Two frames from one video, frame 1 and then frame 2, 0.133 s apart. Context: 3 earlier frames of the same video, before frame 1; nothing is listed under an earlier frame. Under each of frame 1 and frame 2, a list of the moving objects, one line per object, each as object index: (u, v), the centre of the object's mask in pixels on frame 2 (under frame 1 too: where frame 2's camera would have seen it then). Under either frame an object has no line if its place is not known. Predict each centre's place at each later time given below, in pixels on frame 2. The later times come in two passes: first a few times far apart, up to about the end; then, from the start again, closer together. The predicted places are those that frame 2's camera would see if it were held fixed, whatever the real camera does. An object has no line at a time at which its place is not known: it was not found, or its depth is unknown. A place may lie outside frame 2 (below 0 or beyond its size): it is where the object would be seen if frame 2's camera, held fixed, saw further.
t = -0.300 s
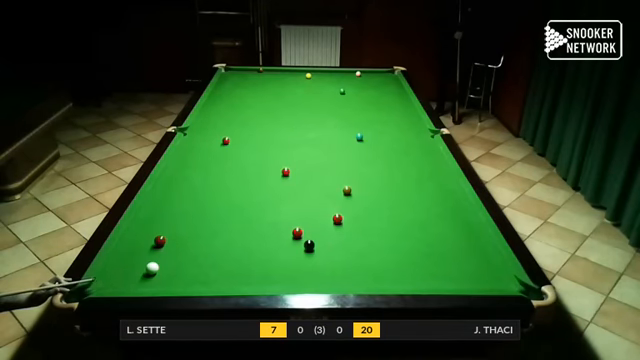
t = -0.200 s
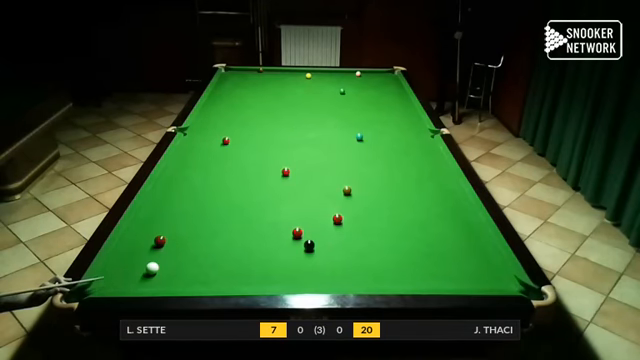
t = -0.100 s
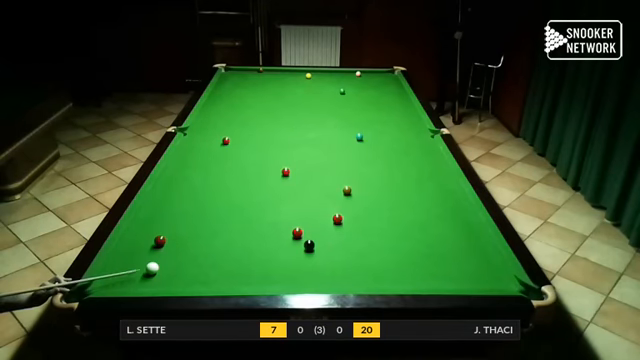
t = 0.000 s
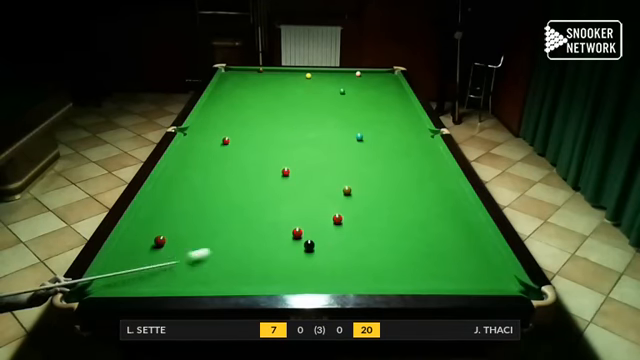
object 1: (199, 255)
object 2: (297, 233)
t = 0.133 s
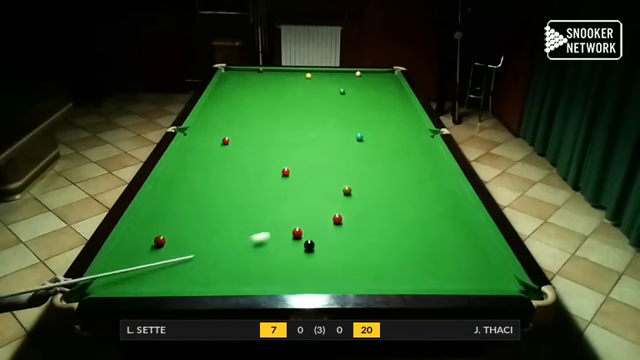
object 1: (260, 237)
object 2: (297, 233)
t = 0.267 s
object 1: (292, 222)
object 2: (315, 234)
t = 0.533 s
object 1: (324, 195)
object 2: (375, 241)
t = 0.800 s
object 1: (353, 173)
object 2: (432, 247)
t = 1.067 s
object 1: (375, 154)
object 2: (489, 253)
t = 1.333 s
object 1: (395, 139)
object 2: (464, 257)
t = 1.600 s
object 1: (411, 126)
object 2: (431, 260)
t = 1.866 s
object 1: (412, 115)
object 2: (399, 262)
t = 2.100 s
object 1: (400, 108)
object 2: (372, 265)
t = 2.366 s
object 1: (387, 101)
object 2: (342, 268)
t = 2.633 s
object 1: (376, 95)
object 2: (313, 271)
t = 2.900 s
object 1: (365, 89)
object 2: (285, 274)
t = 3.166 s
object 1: (357, 84)
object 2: (259, 277)
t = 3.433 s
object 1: (349, 79)
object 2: (233, 279)
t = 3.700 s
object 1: (341, 74)
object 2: (208, 282)
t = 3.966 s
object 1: (335, 71)
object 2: (185, 283)
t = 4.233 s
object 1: (331, 73)
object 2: (163, 285)
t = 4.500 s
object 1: (328, 75)
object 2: (145, 285)
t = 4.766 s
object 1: (324, 78)
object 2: (129, 284)
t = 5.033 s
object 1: (321, 80)
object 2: (115, 283)
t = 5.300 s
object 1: (318, 82)
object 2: (102, 283)
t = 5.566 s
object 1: (316, 85)
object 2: (98, 284)
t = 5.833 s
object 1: (313, 86)
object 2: (102, 285)
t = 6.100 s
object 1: (311, 88)
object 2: (104, 286)
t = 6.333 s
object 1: (309, 89)
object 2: (105, 286)
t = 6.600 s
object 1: (308, 91)
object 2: (105, 286)
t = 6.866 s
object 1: (306, 92)
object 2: (105, 286)
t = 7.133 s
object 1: (305, 92)
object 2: (105, 286)
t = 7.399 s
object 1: (304, 93)
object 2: (105, 286)
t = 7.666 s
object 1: (303, 93)
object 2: (105, 286)
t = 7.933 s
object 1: (302, 94)
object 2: (105, 286)
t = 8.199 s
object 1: (302, 94)
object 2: (105, 286)
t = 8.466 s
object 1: (302, 94)
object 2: (105, 286)
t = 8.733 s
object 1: (302, 94)
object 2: (105, 286)
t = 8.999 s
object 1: (302, 94)
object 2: (105, 286)
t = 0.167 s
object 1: (274, 234)
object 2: (297, 233)
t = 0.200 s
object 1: (285, 230)
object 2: (298, 233)
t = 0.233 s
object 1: (289, 226)
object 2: (306, 233)
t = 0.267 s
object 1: (292, 222)
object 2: (315, 234)
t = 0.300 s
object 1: (295, 219)
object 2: (324, 235)
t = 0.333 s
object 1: (299, 215)
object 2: (332, 236)
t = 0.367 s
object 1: (304, 211)
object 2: (340, 237)
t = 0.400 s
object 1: (308, 207)
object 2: (347, 238)
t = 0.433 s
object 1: (312, 204)
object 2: (354, 238)
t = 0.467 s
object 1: (316, 201)
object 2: (361, 239)
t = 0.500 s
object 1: (320, 198)
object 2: (368, 240)
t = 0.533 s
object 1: (324, 195)
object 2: (375, 241)
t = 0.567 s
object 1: (328, 192)
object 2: (382, 242)
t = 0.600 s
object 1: (332, 189)
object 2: (389, 243)
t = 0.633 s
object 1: (336, 186)
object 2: (396, 244)
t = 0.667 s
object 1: (339, 183)
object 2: (403, 245)
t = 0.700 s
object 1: (342, 180)
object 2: (410, 245)
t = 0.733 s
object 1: (346, 178)
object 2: (418, 246)
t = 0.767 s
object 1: (349, 175)
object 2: (425, 246)
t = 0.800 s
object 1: (353, 173)
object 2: (432, 247)
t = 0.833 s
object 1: (356, 170)
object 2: (439, 248)
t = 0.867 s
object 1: (359, 168)
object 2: (446, 249)
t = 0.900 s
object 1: (362, 166)
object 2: (454, 250)
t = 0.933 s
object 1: (365, 163)
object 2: (461, 251)
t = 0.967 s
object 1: (367, 161)
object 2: (468, 251)
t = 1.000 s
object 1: (370, 159)
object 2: (475, 252)
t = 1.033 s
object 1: (373, 157)
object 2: (482, 252)
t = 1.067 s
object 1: (375, 154)
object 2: (489, 253)
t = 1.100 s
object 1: (378, 152)
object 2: (495, 254)
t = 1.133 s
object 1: (381, 150)
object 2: (491, 255)
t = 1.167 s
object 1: (383, 148)
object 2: (486, 255)
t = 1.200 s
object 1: (386, 146)
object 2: (481, 255)
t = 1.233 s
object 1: (388, 145)
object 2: (477, 255)
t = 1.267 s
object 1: (390, 142)
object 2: (473, 256)
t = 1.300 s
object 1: (393, 141)
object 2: (468, 256)
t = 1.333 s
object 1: (395, 139)
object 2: (464, 257)
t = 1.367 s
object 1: (397, 137)
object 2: (460, 257)
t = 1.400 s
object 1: (399, 135)
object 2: (455, 257)
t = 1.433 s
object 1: (401, 134)
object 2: (451, 258)
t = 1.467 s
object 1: (403, 132)
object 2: (447, 258)
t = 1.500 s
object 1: (405, 131)
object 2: (443, 259)
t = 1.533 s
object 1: (407, 129)
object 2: (439, 259)
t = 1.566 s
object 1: (409, 127)
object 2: (435, 259)
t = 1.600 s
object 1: (411, 126)
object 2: (431, 260)
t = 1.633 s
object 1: (413, 124)
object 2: (427, 260)
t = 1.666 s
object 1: (415, 123)
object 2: (423, 260)
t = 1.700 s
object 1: (416, 121)
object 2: (419, 261)
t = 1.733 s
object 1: (418, 120)
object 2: (415, 261)
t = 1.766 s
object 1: (418, 119)
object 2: (411, 262)
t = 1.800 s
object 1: (416, 117)
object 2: (407, 262)
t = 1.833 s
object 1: (414, 116)
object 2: (403, 262)
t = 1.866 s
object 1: (412, 115)
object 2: (399, 262)
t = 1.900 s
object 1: (410, 114)
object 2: (395, 263)
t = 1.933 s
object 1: (408, 113)
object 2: (391, 263)
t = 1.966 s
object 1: (406, 112)
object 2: (387, 263)
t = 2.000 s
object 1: (405, 111)
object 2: (383, 264)
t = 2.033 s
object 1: (403, 110)
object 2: (380, 264)
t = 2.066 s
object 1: (401, 109)
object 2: (376, 265)
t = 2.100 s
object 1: (400, 108)
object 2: (372, 265)
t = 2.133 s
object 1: (397, 108)
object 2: (368, 266)
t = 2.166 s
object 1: (396, 107)
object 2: (364, 266)
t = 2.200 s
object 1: (394, 106)
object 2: (360, 266)
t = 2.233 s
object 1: (393, 105)
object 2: (357, 267)
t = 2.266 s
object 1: (391, 104)
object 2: (353, 267)
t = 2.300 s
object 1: (390, 103)
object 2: (349, 268)
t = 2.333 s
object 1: (388, 102)
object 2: (346, 268)
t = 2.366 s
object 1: (387, 101)
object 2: (342, 268)
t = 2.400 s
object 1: (385, 100)
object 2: (338, 268)
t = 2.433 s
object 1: (384, 99)
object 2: (335, 269)
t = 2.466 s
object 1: (383, 99)
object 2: (331, 269)
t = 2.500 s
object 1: (381, 98)
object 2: (328, 270)
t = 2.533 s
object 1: (379, 97)
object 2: (324, 270)
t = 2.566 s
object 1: (378, 96)
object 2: (320, 270)
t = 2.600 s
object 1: (377, 95)
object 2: (317, 271)
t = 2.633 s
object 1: (376, 95)
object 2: (313, 271)
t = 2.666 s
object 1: (374, 94)
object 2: (310, 272)
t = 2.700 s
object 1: (373, 93)
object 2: (306, 272)
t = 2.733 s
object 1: (372, 92)
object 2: (303, 272)
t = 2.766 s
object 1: (370, 92)
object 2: (299, 272)
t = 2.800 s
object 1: (369, 91)
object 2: (296, 273)
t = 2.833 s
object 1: (368, 90)
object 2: (292, 273)
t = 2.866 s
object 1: (367, 89)
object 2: (289, 274)
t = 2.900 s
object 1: (365, 89)
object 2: (285, 274)
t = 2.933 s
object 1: (364, 88)
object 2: (282, 274)
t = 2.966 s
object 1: (363, 88)
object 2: (279, 275)
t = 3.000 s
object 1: (362, 87)
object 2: (275, 275)
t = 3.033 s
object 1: (361, 86)
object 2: (272, 276)
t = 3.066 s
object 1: (360, 85)
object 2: (269, 276)
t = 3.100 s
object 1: (359, 85)
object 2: (265, 276)
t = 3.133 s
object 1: (358, 84)
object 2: (262, 277)
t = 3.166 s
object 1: (357, 84)
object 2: (259, 277)
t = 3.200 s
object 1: (355, 83)
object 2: (255, 277)
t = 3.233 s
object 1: (355, 82)
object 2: (252, 278)
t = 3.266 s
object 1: (354, 82)
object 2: (249, 278)
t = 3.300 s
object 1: (352, 81)
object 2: (246, 278)
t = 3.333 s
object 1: (352, 81)
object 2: (243, 278)
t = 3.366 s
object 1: (351, 80)
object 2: (239, 278)
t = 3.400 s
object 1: (350, 79)
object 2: (236, 278)
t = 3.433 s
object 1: (349, 79)
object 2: (233, 279)
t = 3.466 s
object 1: (348, 78)
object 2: (230, 279)
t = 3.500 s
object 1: (347, 78)
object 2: (227, 279)
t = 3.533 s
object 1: (346, 77)
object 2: (224, 280)
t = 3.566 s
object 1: (345, 76)
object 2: (221, 280)
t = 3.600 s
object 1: (344, 76)
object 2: (218, 281)
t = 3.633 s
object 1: (343, 75)
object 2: (215, 281)
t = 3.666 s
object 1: (342, 75)
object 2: (212, 281)
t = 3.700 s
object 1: (341, 74)
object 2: (208, 282)
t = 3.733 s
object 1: (340, 74)
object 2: (206, 282)
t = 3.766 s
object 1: (340, 74)
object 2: (202, 282)
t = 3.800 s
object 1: (339, 73)
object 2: (199, 282)
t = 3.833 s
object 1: (338, 73)
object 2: (196, 283)
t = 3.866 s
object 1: (337, 72)
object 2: (193, 283)
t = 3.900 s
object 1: (336, 72)
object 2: (191, 283)
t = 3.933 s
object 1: (335, 71)
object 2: (188, 283)
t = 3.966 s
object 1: (335, 71)
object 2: (185, 283)
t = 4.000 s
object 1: (334, 71)
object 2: (182, 284)
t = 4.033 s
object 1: (334, 71)
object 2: (179, 284)
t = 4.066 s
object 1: (333, 72)
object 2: (176, 284)
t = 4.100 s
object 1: (333, 72)
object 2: (174, 284)
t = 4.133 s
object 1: (332, 72)
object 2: (171, 284)
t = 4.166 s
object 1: (332, 72)
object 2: (168, 285)
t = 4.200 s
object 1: (332, 73)
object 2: (165, 285)
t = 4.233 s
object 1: (331, 73)
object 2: (163, 285)
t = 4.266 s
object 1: (331, 73)
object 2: (161, 285)
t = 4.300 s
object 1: (330, 74)
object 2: (158, 285)
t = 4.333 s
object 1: (330, 74)
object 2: (156, 285)
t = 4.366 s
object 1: (329, 74)
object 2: (154, 285)
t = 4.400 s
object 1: (329, 75)
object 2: (152, 285)
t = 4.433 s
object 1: (329, 75)
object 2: (150, 285)
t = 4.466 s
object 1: (328, 75)
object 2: (148, 285)
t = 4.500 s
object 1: (328, 75)
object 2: (145, 285)
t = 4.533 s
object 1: (327, 76)
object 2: (143, 284)
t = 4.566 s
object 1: (327, 76)
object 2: (141, 284)
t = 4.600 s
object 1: (326, 76)
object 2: (139, 284)
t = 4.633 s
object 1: (326, 77)
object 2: (137, 284)
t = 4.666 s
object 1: (325, 77)
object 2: (135, 284)
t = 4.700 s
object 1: (325, 77)
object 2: (133, 284)
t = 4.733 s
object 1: (325, 78)
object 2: (131, 284)
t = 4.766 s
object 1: (324, 78)
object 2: (129, 284)
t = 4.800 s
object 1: (324, 78)
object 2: (128, 284)
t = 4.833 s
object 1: (323, 78)
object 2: (126, 284)
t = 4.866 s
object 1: (323, 79)
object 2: (124, 284)
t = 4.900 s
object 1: (323, 79)
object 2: (122, 284)
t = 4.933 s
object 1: (323, 79)
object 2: (120, 284)
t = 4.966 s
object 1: (322, 80)
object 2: (118, 284)
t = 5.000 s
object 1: (322, 80)
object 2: (117, 283)
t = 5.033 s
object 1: (321, 80)
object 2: (115, 283)
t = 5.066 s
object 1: (321, 81)
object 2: (113, 283)
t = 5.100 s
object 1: (321, 81)
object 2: (111, 283)
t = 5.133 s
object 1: (320, 81)
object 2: (110, 283)
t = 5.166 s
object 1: (320, 81)
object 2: (109, 283)
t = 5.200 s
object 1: (319, 82)
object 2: (106, 283)
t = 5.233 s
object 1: (319, 82)
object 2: (105, 283)
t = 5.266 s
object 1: (319, 82)
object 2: (104, 283)
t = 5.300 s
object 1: (318, 82)
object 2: (102, 283)
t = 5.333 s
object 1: (318, 83)
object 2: (101, 283)
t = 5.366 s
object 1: (318, 83)
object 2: (99, 283)
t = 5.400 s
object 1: (318, 83)
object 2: (98, 283)
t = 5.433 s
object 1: (317, 83)
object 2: (97, 283)
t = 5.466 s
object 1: (317, 84)
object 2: (97, 283)
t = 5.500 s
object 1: (316, 84)
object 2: (97, 283)
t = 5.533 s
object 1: (316, 84)
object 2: (98, 284)
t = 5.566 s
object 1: (316, 85)
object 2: (98, 284)
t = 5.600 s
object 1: (315, 85)
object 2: (98, 284)
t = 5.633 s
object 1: (315, 85)
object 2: (99, 284)
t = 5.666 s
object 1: (315, 85)
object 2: (100, 285)
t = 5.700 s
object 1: (315, 85)
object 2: (100, 285)
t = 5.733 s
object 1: (314, 86)
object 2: (100, 285)
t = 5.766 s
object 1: (314, 86)
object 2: (101, 285)
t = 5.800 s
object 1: (314, 86)
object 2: (101, 285)
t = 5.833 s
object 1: (313, 86)
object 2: (102, 285)
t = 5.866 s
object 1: (313, 87)
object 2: (102, 285)
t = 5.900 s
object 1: (313, 87)
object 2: (103, 286)
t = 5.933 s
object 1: (312, 87)
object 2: (103, 286)
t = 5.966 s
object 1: (312, 87)
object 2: (103, 286)
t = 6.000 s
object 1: (312, 87)
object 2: (104, 286)
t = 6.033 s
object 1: (312, 88)
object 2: (104, 286)
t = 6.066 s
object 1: (311, 88)
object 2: (104, 286)
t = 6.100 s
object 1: (311, 88)
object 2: (104, 286)
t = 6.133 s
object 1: (311, 88)
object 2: (105, 286)
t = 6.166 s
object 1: (310, 88)
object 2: (105, 286)
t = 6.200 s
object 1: (310, 89)
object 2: (105, 286)
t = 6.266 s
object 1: (310, 89)
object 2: (105, 286)
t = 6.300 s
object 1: (310, 89)
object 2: (105, 286)
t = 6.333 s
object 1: (309, 89)
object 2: (105, 286)
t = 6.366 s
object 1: (309, 89)
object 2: (105, 286)
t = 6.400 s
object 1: (309, 89)
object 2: (105, 286)
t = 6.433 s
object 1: (309, 90)
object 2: (106, 286)
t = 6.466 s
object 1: (308, 90)
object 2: (105, 286)
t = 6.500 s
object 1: (308, 90)
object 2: (105, 286)
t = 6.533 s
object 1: (308, 90)
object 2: (105, 286)
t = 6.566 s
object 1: (308, 91)
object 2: (105, 286)
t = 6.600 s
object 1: (308, 91)
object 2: (105, 286)
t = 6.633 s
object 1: (307, 91)
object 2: (105, 286)
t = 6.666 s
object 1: (307, 91)
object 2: (105, 286)
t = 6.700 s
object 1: (307, 91)
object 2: (105, 286)
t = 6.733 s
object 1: (307, 91)
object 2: (105, 286)
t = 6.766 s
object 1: (307, 91)
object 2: (105, 286)
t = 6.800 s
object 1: (307, 91)
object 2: (105, 286)
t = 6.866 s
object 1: (306, 92)
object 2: (105, 286)
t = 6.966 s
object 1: (306, 92)
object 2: (105, 286)
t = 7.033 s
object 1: (305, 92)
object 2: (105, 286)
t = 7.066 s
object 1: (305, 92)
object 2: (105, 286)
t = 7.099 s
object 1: (305, 92)
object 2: (105, 286)
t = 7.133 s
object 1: (305, 92)
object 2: (105, 286)
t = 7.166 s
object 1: (304, 93)
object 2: (105, 286)
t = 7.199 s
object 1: (304, 93)
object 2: (105, 286)
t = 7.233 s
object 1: (304, 93)
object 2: (105, 286)
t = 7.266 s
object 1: (304, 93)
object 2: (105, 286)
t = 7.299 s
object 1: (304, 93)
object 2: (105, 286)
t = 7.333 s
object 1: (304, 93)
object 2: (105, 286)
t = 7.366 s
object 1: (304, 93)
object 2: (105, 286)
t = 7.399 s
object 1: (304, 93)
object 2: (105, 286)
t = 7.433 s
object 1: (304, 93)
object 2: (105, 286)
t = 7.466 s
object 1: (304, 93)
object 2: (105, 286)
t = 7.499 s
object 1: (303, 93)
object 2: (105, 286)
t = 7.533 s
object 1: (303, 93)
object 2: (105, 286)
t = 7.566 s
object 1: (303, 93)
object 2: (105, 286)
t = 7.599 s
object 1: (303, 93)
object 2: (105, 286)
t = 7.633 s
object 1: (303, 93)
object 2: (105, 286)
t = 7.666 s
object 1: (303, 93)
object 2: (105, 286)
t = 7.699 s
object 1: (302, 93)
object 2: (105, 286)
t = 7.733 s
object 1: (303, 93)
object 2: (105, 286)
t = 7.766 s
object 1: (302, 93)
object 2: (105, 286)
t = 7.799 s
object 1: (302, 93)
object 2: (105, 286)
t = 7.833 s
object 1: (303, 93)
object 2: (105, 286)
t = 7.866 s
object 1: (302, 94)
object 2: (105, 286)
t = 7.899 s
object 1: (302, 94)
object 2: (105, 286)
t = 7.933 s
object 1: (302, 94)
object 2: (105, 286)
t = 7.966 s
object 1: (302, 94)
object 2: (105, 286)
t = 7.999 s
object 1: (302, 94)
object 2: (105, 286)
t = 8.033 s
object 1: (302, 94)
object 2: (105, 286)
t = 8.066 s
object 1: (302, 94)
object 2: (105, 286)
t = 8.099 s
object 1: (302, 94)
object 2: (105, 286)
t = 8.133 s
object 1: (302, 94)
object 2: (105, 286)
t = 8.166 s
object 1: (302, 94)
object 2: (105, 286)
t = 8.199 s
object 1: (302, 94)
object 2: (105, 286)
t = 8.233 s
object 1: (302, 94)
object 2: (105, 286)
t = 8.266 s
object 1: (303, 94)
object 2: (105, 286)
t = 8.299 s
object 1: (303, 94)
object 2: (105, 286)
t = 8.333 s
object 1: (302, 94)
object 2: (105, 286)
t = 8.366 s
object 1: (302, 94)
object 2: (105, 286)
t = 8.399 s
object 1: (302, 94)
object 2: (105, 286)
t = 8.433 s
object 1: (302, 94)
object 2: (105, 286)
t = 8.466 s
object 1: (302, 94)
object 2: (105, 286)
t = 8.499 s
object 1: (302, 94)
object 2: (105, 286)
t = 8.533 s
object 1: (302, 94)
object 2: (105, 286)
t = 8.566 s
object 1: (302, 94)
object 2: (105, 286)
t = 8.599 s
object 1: (302, 94)
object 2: (105, 286)
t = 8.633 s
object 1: (302, 94)
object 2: (105, 286)
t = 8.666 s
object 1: (302, 94)
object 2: (105, 286)
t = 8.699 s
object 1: (302, 94)
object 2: (105, 286)
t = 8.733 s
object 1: (302, 94)
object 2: (105, 286)
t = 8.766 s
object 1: (302, 94)
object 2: (105, 286)
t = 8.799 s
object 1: (302, 94)
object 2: (105, 286)
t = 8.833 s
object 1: (302, 94)
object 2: (105, 286)
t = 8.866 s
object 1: (302, 94)
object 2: (105, 286)
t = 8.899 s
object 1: (302, 94)
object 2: (105, 286)
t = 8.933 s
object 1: (302, 94)
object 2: (105, 286)
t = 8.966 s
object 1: (302, 94)
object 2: (105, 286)
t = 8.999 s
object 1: (302, 94)
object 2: (105, 286)
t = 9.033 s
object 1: (302, 94)
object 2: (105, 286)
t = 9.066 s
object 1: (302, 94)
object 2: (105, 286)
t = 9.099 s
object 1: (302, 94)
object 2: (105, 286)
